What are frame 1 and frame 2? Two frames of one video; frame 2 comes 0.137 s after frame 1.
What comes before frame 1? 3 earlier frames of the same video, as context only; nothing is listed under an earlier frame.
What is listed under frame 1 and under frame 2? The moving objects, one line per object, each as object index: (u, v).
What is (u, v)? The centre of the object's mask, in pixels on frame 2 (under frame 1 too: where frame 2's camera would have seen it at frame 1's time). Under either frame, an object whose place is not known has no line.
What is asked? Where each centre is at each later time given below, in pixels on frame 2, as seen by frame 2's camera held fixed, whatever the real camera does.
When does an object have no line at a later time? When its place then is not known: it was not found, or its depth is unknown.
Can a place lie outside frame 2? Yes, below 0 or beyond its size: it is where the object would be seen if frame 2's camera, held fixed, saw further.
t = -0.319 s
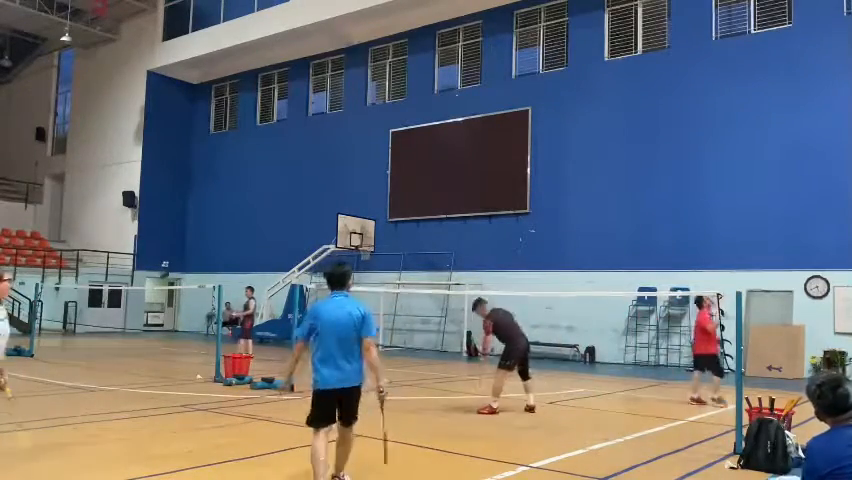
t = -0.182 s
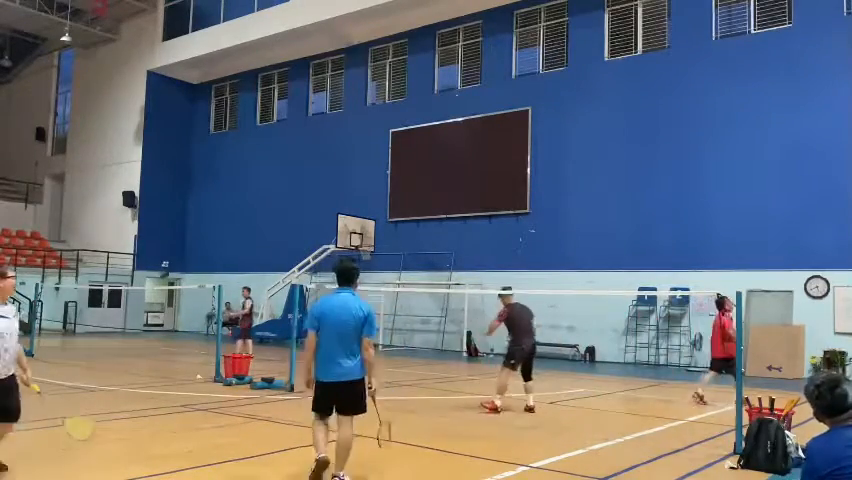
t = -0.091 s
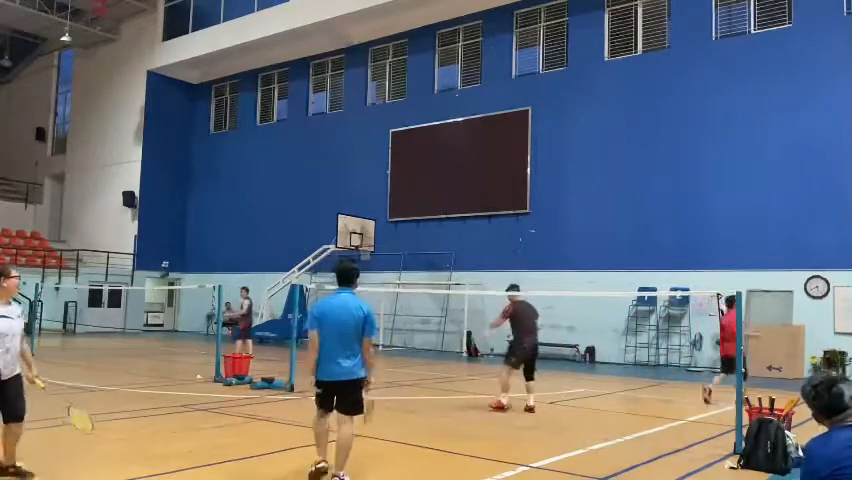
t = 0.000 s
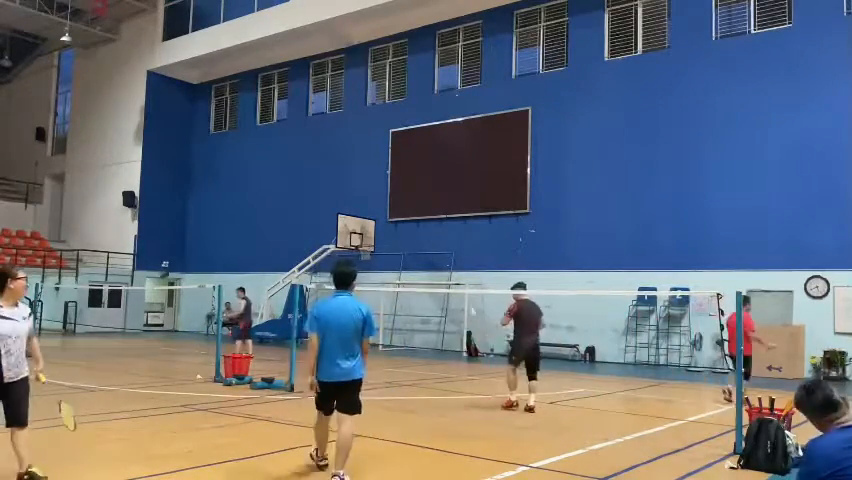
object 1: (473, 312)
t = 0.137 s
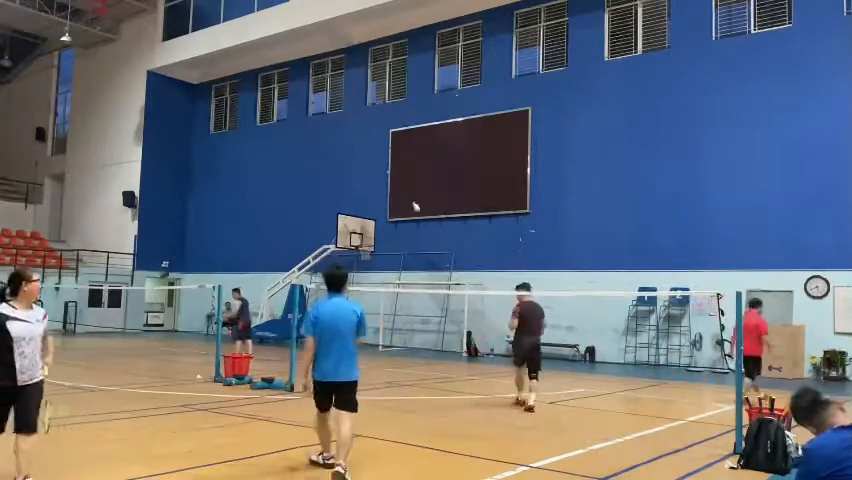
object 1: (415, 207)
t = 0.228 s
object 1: (383, 163)
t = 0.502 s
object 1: (294, 121)
